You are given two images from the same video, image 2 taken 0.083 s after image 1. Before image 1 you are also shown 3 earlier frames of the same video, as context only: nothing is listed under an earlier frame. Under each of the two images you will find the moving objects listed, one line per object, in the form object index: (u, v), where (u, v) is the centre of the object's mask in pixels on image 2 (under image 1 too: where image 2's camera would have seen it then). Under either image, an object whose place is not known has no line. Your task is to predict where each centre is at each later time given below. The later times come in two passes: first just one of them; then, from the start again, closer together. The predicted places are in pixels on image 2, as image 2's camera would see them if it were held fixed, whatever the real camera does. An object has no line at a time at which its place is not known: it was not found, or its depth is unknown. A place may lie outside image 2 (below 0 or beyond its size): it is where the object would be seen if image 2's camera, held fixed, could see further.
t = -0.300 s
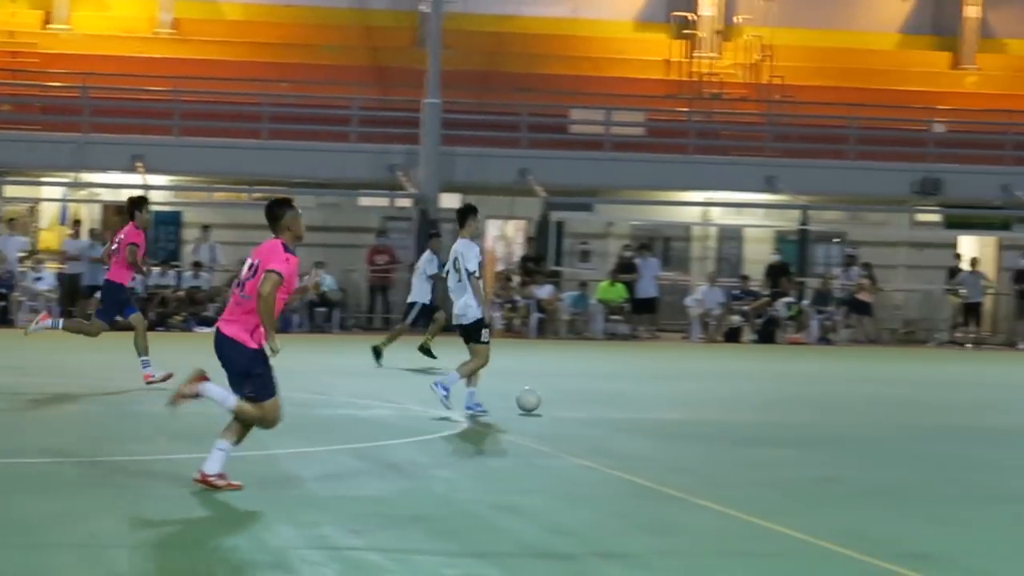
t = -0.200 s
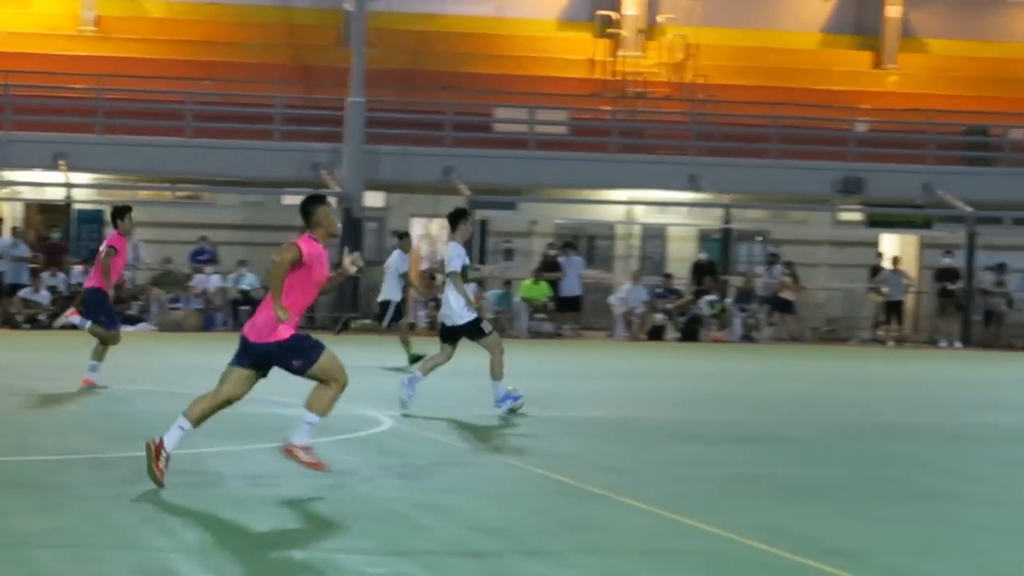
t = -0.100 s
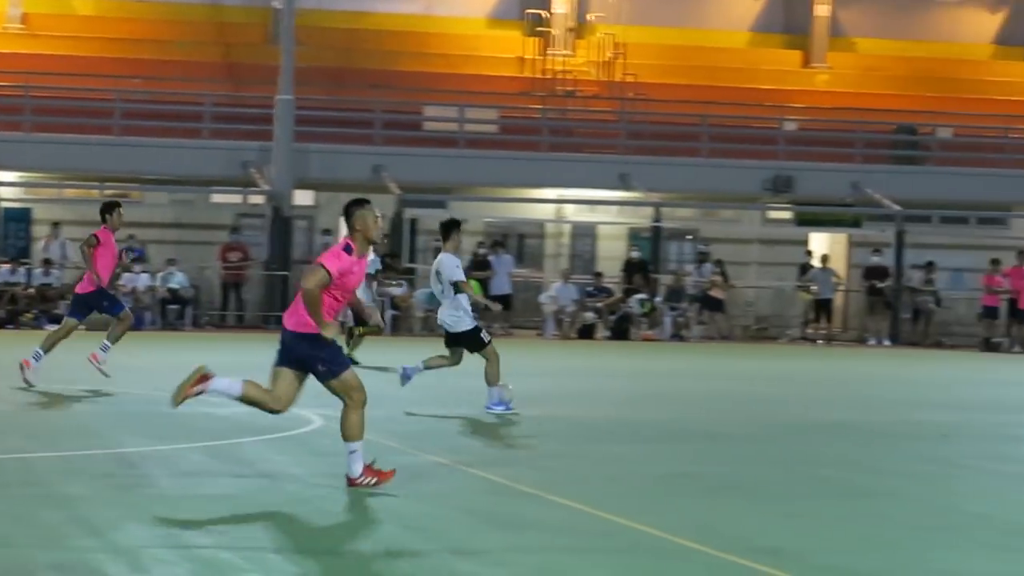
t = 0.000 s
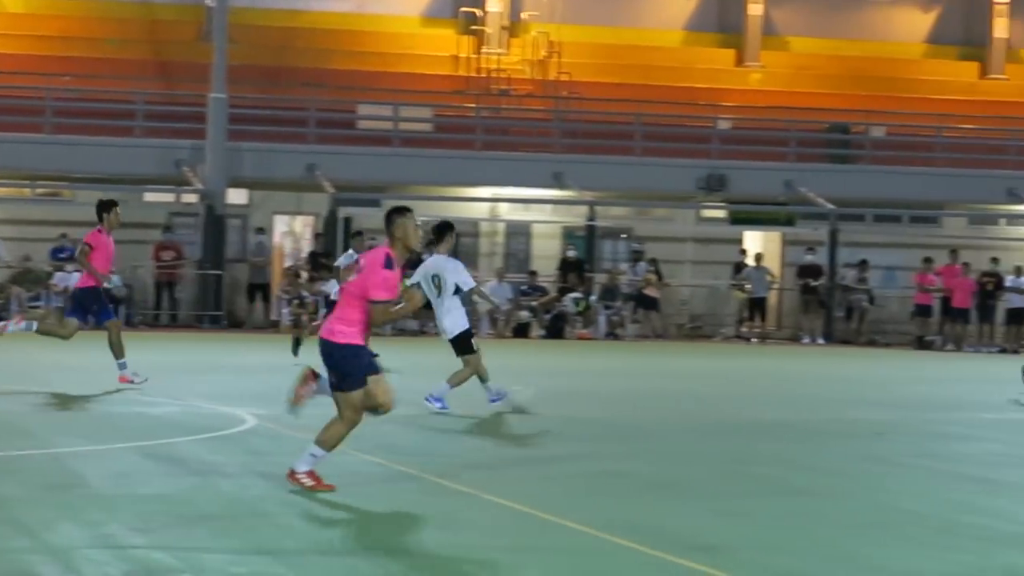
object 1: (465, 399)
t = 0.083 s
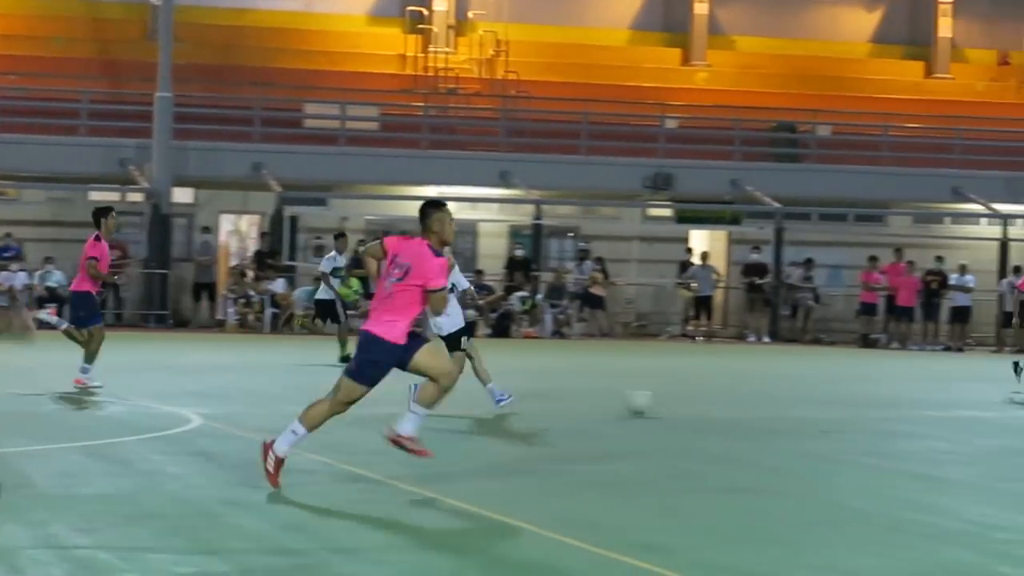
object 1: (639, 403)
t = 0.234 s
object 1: (929, 416)
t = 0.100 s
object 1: (671, 405)
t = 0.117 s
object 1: (705, 406)
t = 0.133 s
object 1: (736, 407)
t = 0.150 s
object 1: (768, 408)
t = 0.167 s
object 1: (801, 408)
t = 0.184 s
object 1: (832, 408)
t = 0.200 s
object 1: (865, 411)
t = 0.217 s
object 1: (896, 414)
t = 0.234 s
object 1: (929, 416)
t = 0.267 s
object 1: (991, 420)
